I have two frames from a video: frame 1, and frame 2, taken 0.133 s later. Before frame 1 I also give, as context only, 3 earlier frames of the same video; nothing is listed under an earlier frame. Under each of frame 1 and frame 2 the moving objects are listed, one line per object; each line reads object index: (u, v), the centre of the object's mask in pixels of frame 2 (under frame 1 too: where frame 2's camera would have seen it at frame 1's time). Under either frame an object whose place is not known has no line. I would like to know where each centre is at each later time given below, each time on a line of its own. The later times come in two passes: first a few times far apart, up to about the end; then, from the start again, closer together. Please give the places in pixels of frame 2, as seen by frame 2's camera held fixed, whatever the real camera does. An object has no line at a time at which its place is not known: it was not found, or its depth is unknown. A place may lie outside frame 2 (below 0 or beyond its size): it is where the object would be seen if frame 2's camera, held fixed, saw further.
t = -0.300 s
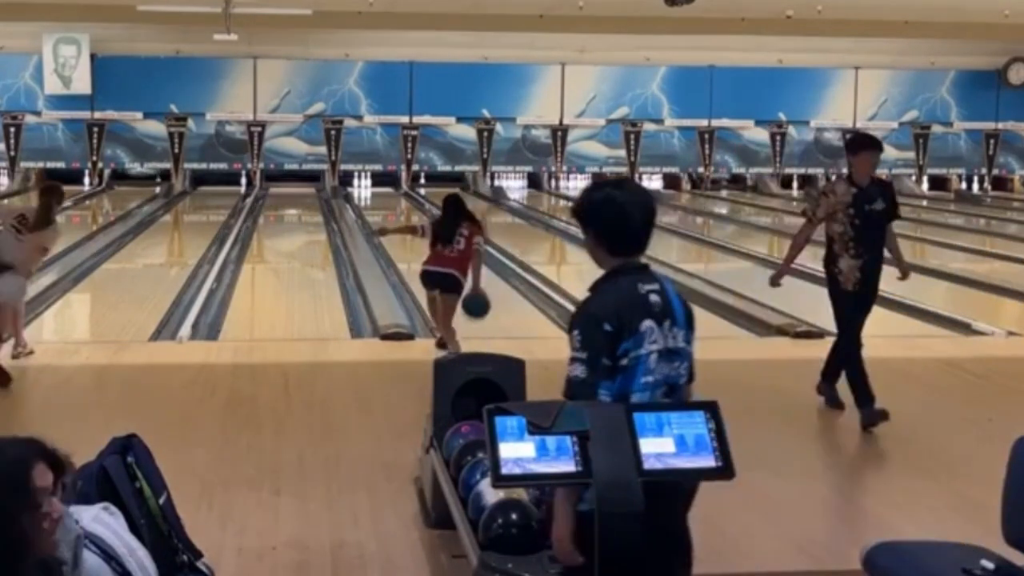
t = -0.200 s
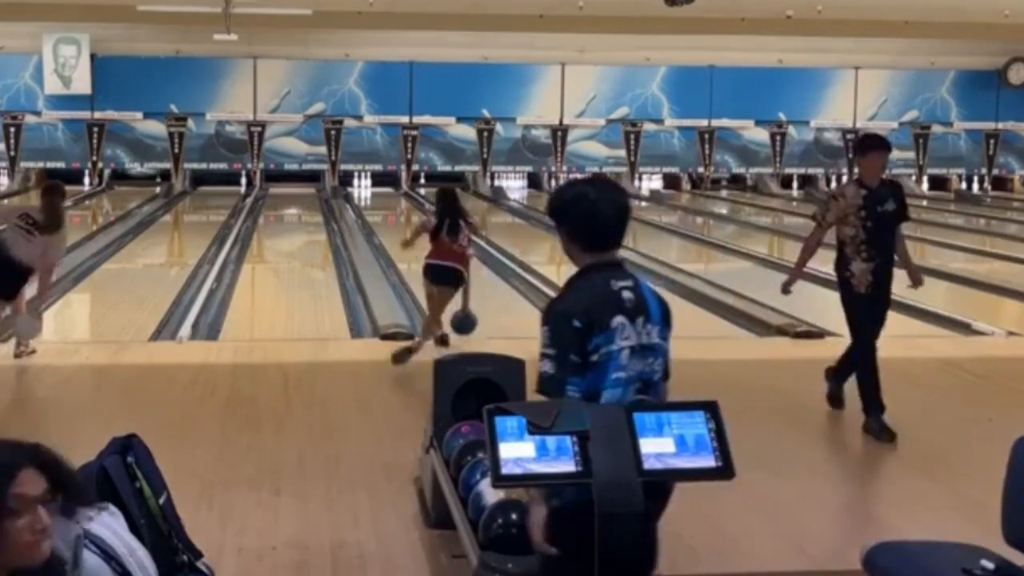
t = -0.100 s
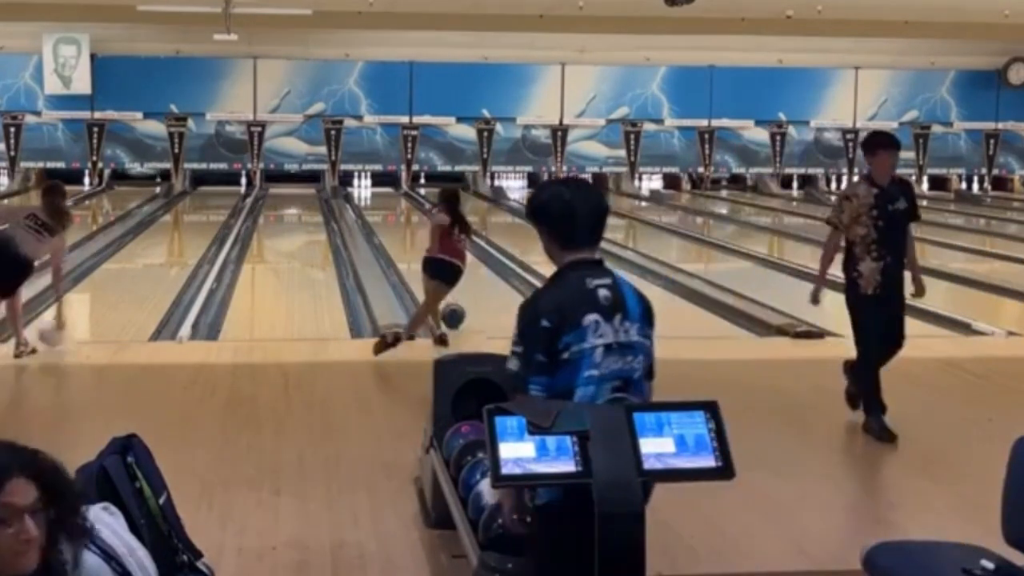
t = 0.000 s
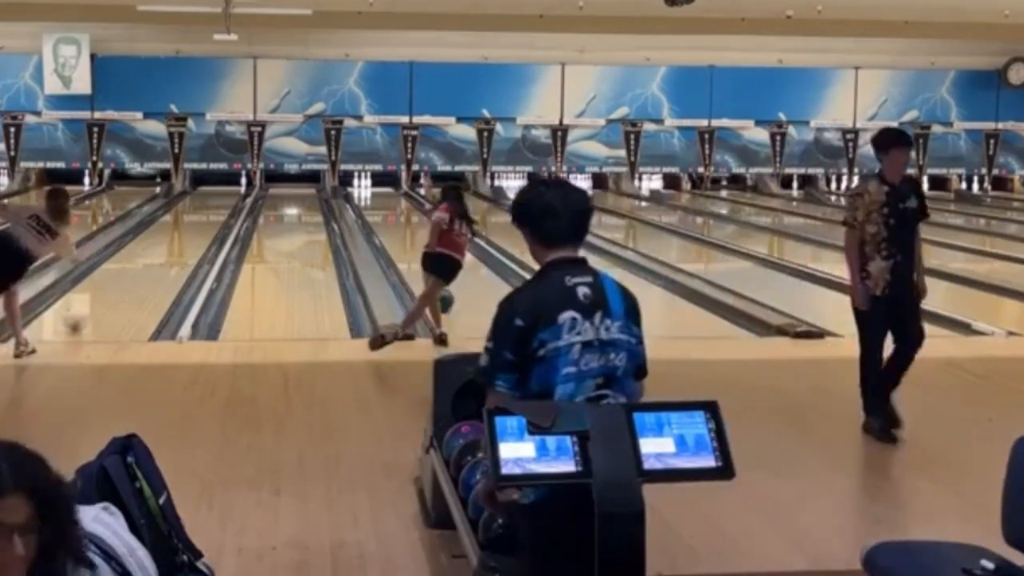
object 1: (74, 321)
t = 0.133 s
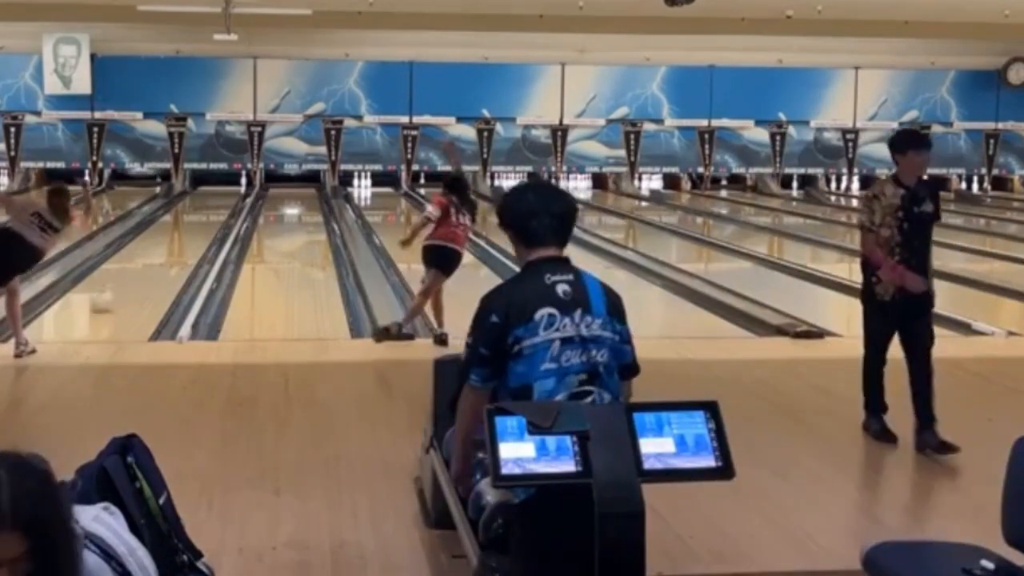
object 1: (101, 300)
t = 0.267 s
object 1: (122, 284)
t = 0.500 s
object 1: (151, 262)
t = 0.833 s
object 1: (180, 237)
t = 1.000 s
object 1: (192, 227)
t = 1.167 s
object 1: (201, 220)
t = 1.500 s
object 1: (217, 206)
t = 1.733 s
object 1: (225, 200)
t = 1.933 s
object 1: (231, 196)
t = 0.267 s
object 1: (122, 284)
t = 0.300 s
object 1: (126, 280)
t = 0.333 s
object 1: (131, 275)
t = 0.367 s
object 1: (135, 273)
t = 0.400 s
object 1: (139, 269)
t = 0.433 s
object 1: (141, 266)
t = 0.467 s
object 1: (145, 264)
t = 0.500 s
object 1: (151, 262)
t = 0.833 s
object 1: (180, 237)
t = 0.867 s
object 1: (183, 235)
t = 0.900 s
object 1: (185, 233)
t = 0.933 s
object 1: (187, 231)
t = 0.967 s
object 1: (191, 228)
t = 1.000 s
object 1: (192, 227)
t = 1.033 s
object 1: (194, 225)
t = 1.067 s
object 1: (195, 224)
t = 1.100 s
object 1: (198, 222)
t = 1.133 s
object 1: (200, 221)
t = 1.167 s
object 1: (201, 220)
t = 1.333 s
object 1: (210, 213)
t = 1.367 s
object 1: (211, 212)
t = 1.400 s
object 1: (213, 210)
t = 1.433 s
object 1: (214, 209)
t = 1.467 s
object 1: (216, 208)
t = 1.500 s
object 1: (217, 206)
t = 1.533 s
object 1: (218, 206)
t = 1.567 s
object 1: (220, 205)
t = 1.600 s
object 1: (221, 204)
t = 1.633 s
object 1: (222, 203)
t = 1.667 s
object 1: (224, 202)
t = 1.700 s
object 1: (224, 201)
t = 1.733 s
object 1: (225, 200)
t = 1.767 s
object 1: (226, 199)
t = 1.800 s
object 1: (228, 198)
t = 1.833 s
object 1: (229, 197)
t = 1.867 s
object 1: (229, 197)
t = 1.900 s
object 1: (230, 196)
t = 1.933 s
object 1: (231, 196)
